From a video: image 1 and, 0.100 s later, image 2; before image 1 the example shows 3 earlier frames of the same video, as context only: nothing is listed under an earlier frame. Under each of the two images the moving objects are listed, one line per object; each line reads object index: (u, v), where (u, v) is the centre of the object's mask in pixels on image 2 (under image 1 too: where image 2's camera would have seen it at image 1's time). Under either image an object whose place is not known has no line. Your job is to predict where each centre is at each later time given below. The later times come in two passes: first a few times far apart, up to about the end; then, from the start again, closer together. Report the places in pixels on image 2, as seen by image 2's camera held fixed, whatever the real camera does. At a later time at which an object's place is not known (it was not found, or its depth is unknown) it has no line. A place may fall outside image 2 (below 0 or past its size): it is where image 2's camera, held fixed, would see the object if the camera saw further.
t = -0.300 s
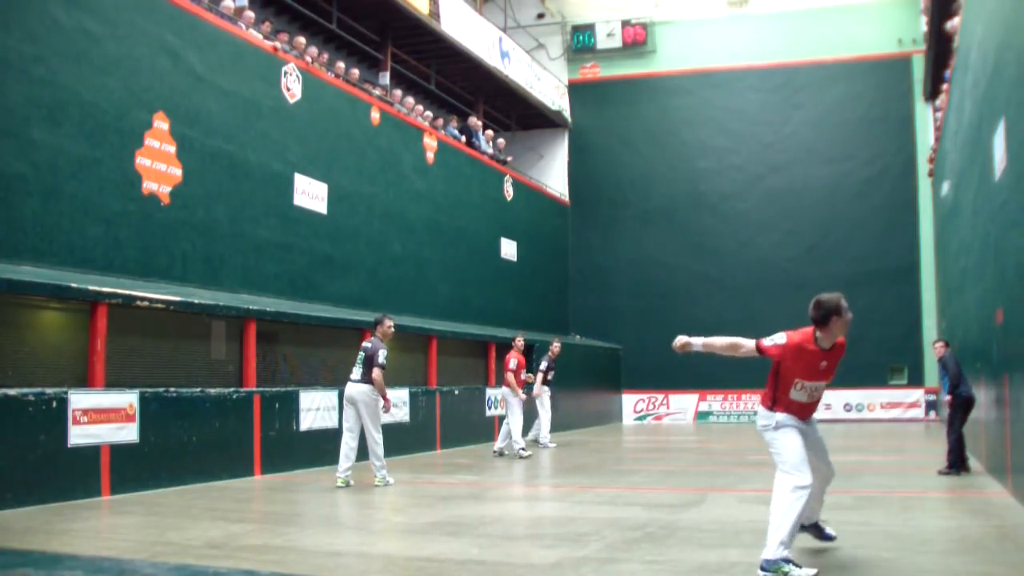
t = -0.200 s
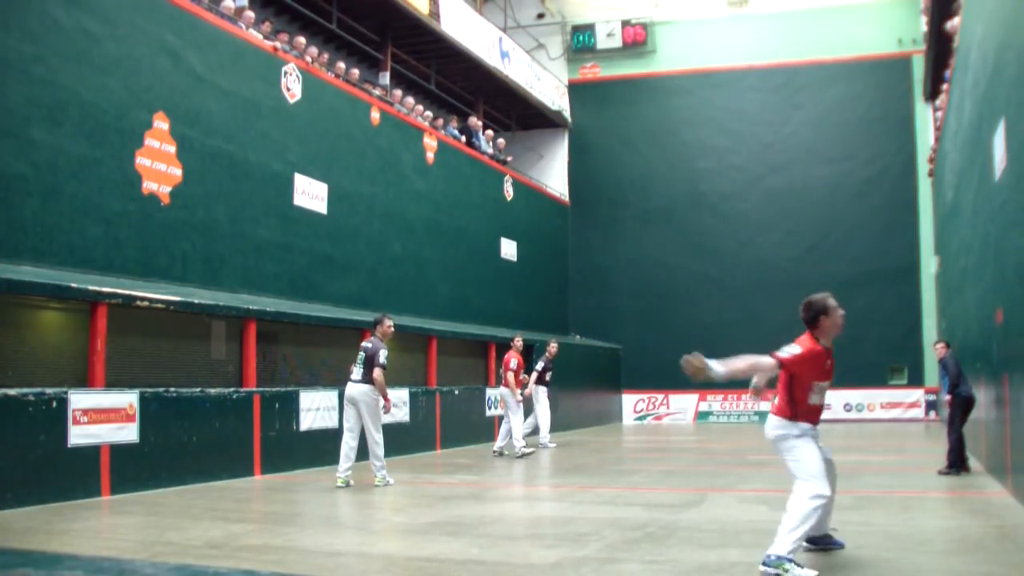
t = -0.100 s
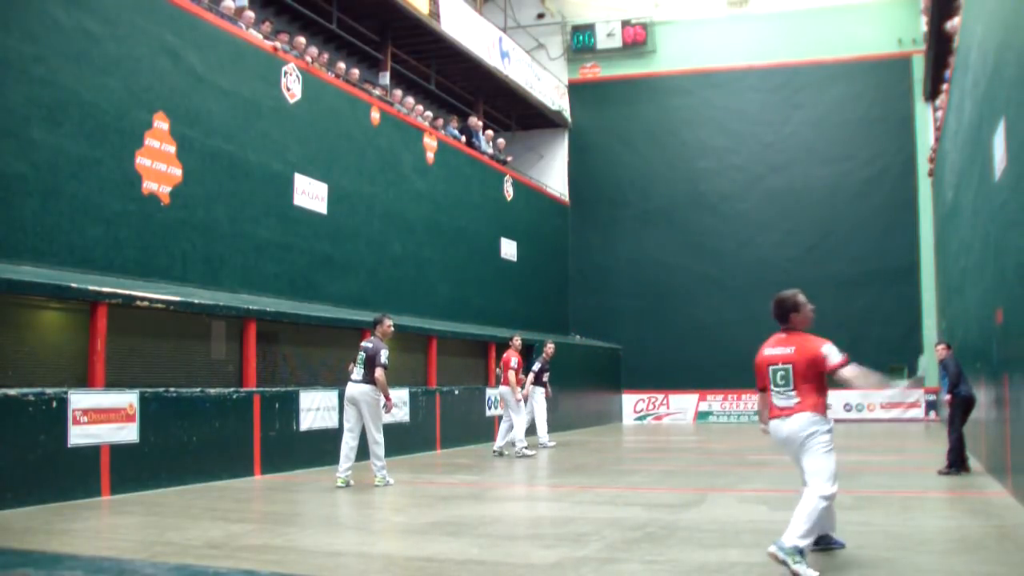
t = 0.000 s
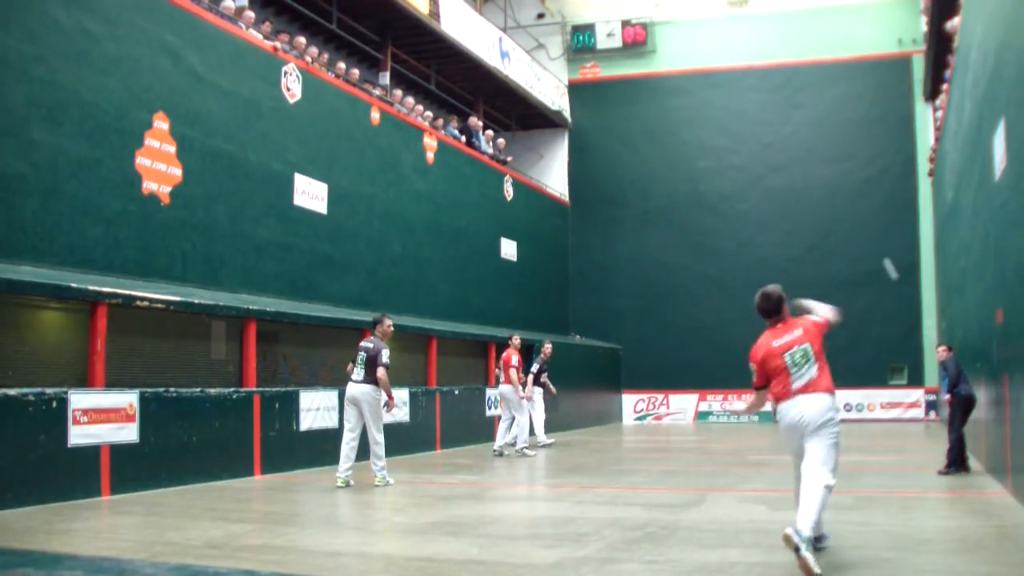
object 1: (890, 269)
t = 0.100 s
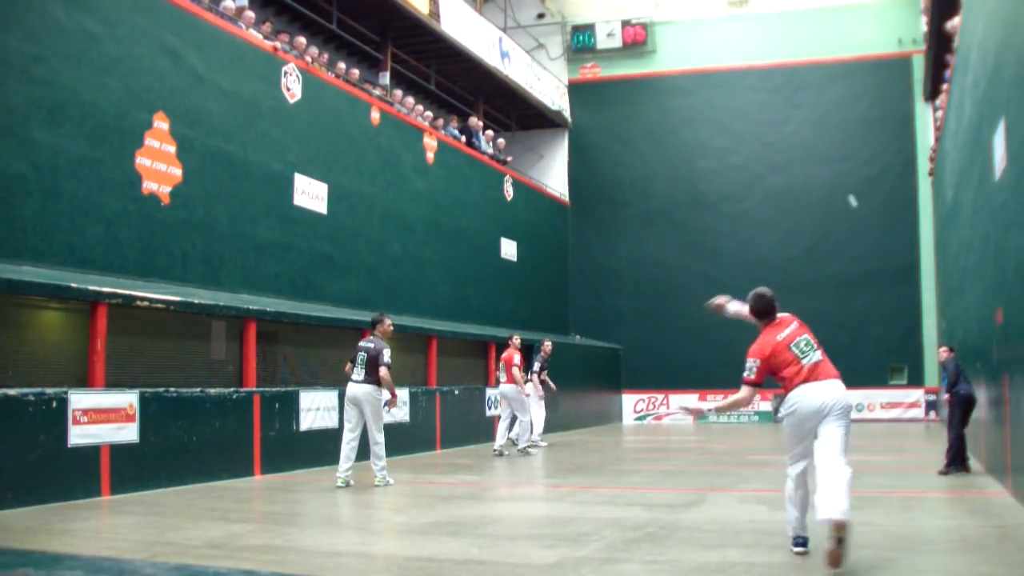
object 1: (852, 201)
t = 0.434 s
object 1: (808, 140)
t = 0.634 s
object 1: (804, 149)
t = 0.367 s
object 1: (811, 142)
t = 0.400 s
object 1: (810, 141)
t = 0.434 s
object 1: (808, 140)
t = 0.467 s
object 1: (807, 141)
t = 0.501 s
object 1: (807, 141)
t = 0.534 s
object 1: (805, 143)
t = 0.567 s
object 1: (805, 145)
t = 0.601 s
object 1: (804, 146)
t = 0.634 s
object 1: (804, 149)
